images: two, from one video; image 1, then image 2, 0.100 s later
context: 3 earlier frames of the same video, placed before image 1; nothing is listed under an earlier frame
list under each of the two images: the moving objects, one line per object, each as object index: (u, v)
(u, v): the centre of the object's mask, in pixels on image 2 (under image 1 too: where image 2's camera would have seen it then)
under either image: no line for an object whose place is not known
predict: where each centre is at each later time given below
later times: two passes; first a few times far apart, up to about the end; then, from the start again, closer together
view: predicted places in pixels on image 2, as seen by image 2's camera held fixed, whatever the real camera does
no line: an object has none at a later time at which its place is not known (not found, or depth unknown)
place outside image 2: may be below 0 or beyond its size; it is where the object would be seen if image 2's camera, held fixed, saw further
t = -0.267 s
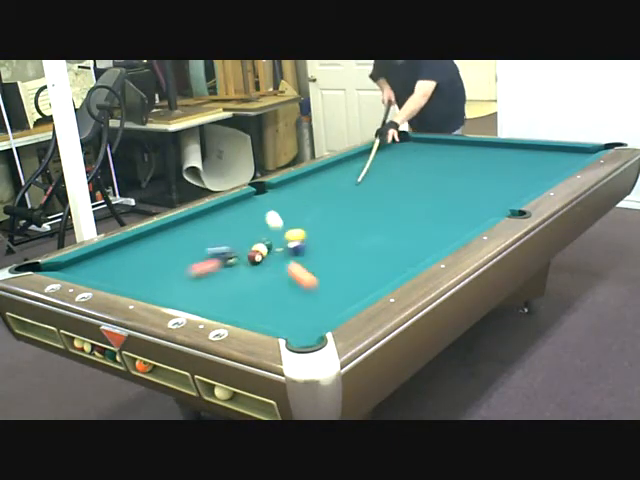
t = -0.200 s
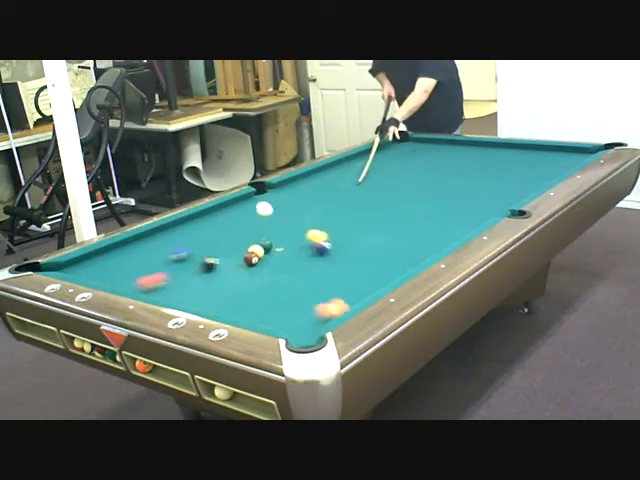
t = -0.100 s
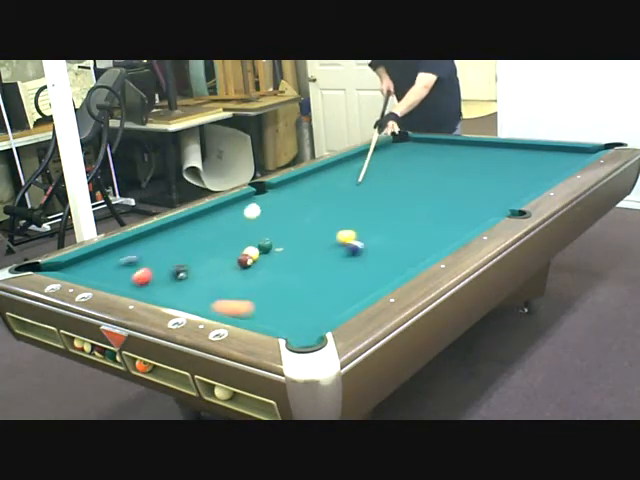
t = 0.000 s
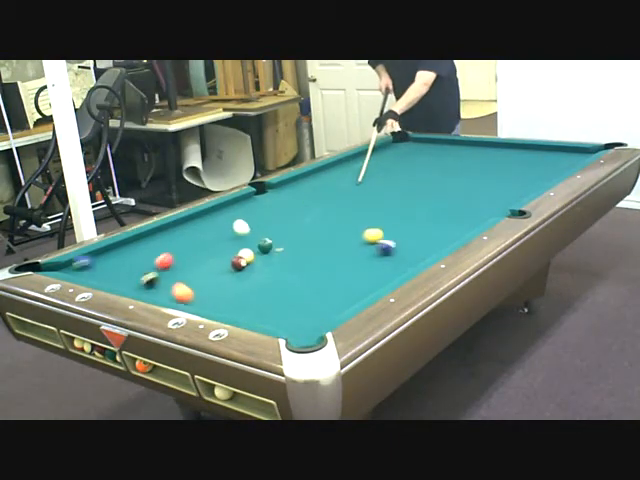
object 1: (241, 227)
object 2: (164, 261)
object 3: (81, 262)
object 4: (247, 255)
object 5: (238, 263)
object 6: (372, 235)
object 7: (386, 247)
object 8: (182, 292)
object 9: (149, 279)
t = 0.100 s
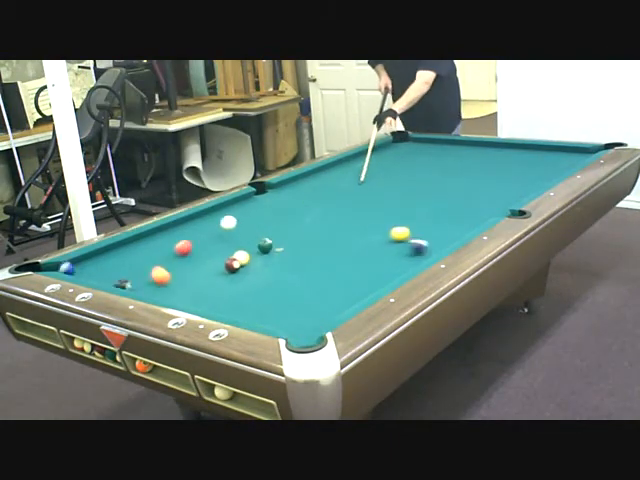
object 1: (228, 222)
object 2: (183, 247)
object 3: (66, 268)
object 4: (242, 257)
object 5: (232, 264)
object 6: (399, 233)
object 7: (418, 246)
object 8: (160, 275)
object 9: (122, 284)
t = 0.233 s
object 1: (220, 225)
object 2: (199, 232)
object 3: (88, 271)
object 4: (235, 260)
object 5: (224, 268)
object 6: (435, 230)
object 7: (439, 242)
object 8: (135, 256)
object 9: (135, 276)
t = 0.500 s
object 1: (261, 216)
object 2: (185, 221)
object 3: (148, 266)
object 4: (223, 265)
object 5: (209, 273)
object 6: (461, 223)
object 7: (416, 224)
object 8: (192, 235)
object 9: (160, 257)
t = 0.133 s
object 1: (224, 225)
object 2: (189, 243)
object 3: (67, 270)
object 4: (240, 258)
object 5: (230, 266)
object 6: (409, 233)
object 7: (429, 247)
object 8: (153, 270)
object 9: (125, 283)
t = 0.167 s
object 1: (220, 229)
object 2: (195, 239)
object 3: (72, 270)
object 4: (238, 258)
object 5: (228, 266)
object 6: (417, 232)
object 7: (438, 246)
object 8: (147, 265)
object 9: (128, 281)
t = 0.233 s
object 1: (220, 225)
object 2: (199, 232)
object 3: (88, 271)
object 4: (235, 260)
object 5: (224, 268)
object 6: (435, 230)
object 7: (439, 242)
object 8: (135, 256)
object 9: (135, 276)
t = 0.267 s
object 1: (226, 224)
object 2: (195, 231)
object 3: (96, 271)
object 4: (234, 260)
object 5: (222, 268)
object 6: (445, 230)
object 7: (436, 239)
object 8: (129, 251)
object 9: (139, 274)
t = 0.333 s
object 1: (239, 222)
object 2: (188, 228)
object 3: (111, 270)
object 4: (230, 262)
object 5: (218, 270)
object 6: (461, 229)
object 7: (430, 235)
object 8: (122, 243)
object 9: (145, 269)
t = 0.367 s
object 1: (244, 221)
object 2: (186, 226)
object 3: (118, 269)
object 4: (229, 262)
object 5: (216, 270)
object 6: (469, 227)
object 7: (427, 233)
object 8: (134, 241)
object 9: (148, 266)
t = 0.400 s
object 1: (249, 219)
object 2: (183, 224)
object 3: (125, 268)
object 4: (228, 263)
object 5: (214, 271)
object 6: (469, 226)
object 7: (424, 230)
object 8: (150, 240)
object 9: (151, 263)
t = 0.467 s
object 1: (258, 217)
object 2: (180, 221)
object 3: (140, 268)
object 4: (225, 264)
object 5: (211, 272)
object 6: (464, 224)
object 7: (419, 226)
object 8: (178, 236)
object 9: (157, 259)
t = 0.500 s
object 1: (261, 216)
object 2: (185, 221)
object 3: (148, 266)
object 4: (223, 265)
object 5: (209, 273)
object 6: (461, 223)
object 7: (416, 224)
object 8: (192, 235)
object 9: (160, 257)
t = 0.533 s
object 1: (264, 215)
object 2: (190, 220)
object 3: (154, 266)
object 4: (222, 265)
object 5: (207, 274)
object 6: (459, 221)
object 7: (414, 222)
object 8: (205, 233)
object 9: (163, 254)
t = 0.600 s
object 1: (270, 212)
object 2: (201, 219)
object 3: (169, 264)
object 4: (219, 266)
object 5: (204, 274)
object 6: (454, 219)
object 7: (409, 218)
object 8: (231, 230)
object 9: (168, 249)
